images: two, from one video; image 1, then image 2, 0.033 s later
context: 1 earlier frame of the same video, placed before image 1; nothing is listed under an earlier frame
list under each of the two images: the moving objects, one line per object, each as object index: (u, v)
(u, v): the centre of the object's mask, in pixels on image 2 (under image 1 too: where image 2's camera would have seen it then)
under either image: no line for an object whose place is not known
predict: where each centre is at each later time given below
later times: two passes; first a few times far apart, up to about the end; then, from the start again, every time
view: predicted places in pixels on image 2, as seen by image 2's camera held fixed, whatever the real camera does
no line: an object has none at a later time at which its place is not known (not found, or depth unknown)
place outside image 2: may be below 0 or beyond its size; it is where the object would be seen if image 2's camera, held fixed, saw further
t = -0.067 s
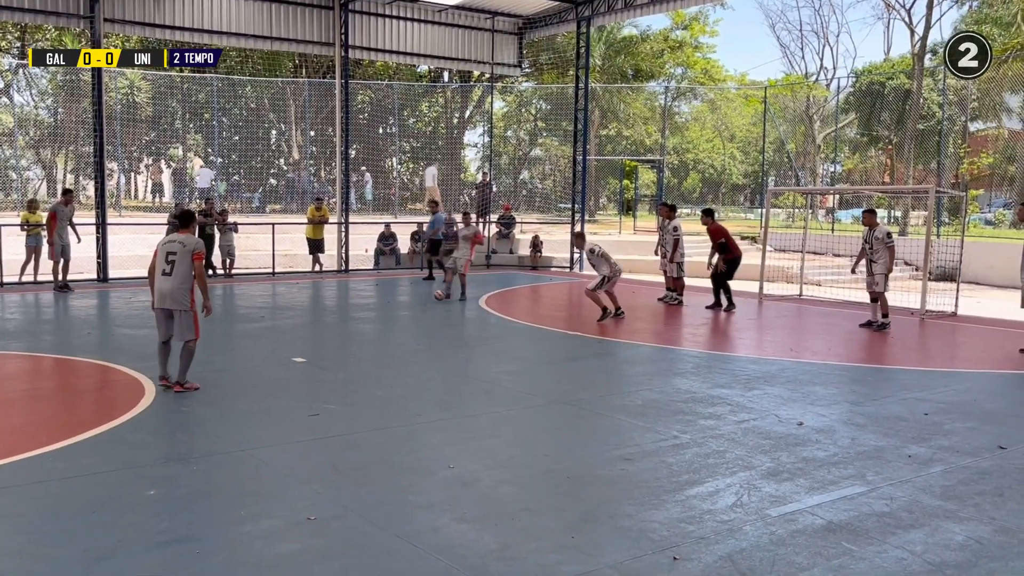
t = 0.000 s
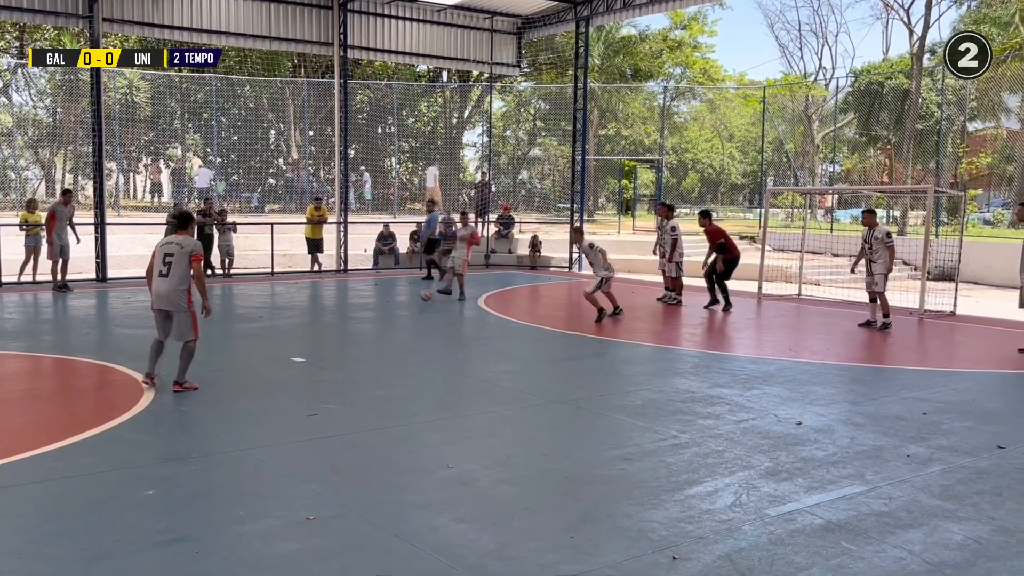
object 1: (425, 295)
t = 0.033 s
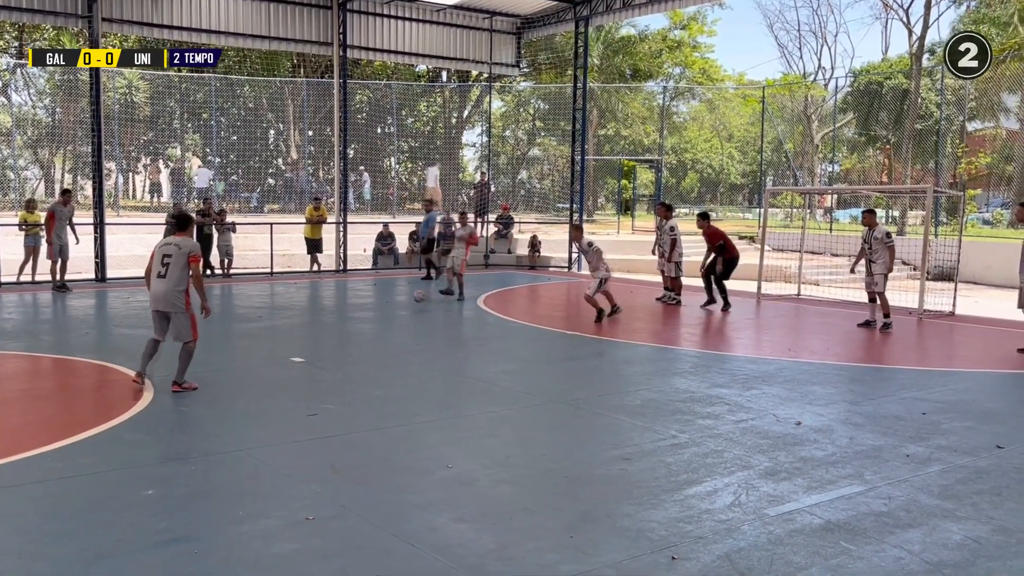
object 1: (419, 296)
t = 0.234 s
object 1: (376, 315)
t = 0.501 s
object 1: (309, 338)
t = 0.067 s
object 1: (413, 299)
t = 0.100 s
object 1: (406, 302)
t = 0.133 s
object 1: (399, 305)
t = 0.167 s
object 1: (391, 310)
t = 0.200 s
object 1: (383, 315)
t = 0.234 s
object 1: (376, 315)
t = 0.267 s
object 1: (368, 317)
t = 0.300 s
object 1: (360, 320)
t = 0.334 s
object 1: (352, 323)
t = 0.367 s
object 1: (343, 328)
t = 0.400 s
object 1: (335, 329)
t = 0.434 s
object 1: (326, 331)
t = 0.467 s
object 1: (318, 335)
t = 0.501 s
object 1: (309, 338)
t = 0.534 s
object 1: (301, 341)
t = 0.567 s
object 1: (291, 344)
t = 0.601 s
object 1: (281, 346)
